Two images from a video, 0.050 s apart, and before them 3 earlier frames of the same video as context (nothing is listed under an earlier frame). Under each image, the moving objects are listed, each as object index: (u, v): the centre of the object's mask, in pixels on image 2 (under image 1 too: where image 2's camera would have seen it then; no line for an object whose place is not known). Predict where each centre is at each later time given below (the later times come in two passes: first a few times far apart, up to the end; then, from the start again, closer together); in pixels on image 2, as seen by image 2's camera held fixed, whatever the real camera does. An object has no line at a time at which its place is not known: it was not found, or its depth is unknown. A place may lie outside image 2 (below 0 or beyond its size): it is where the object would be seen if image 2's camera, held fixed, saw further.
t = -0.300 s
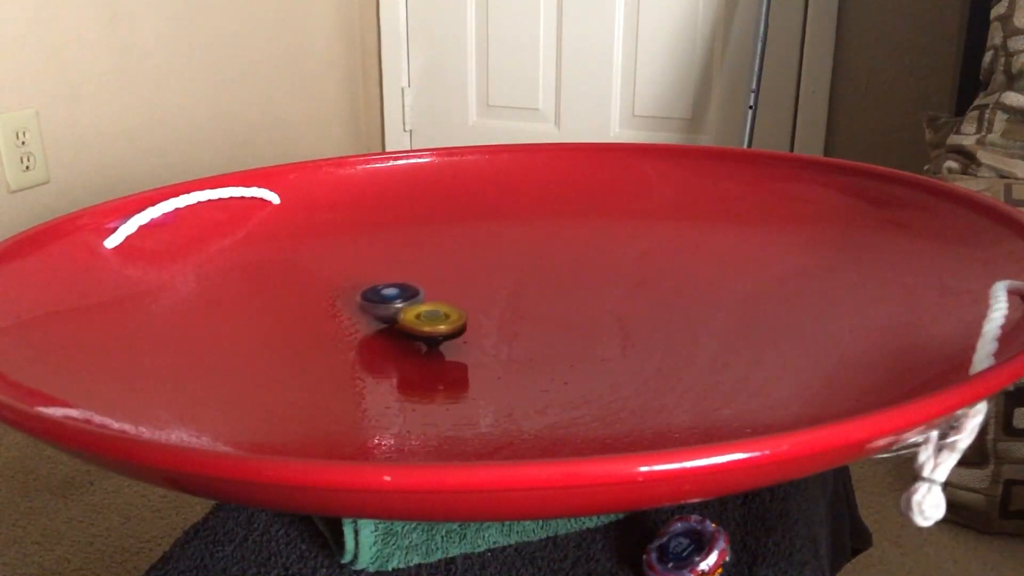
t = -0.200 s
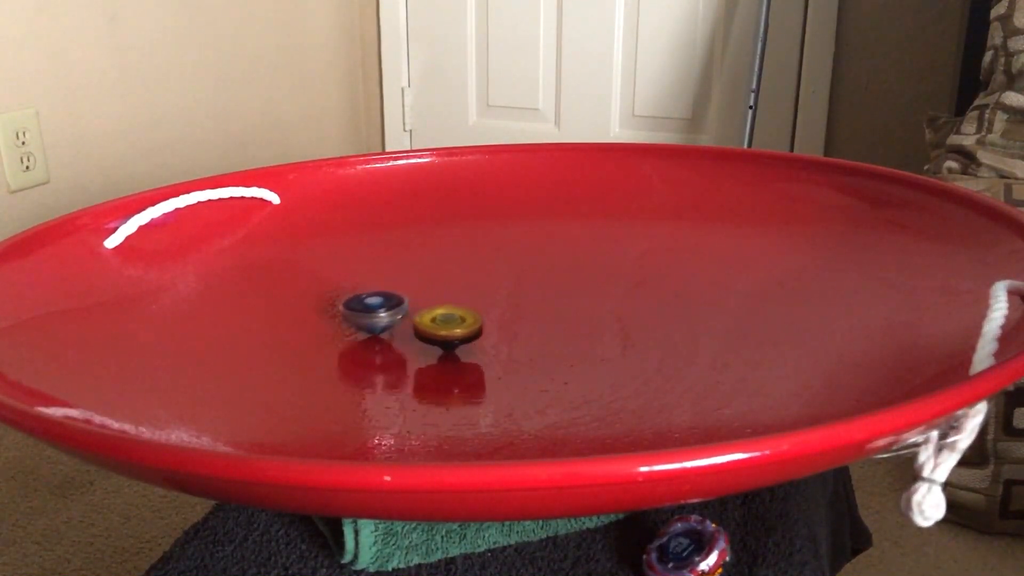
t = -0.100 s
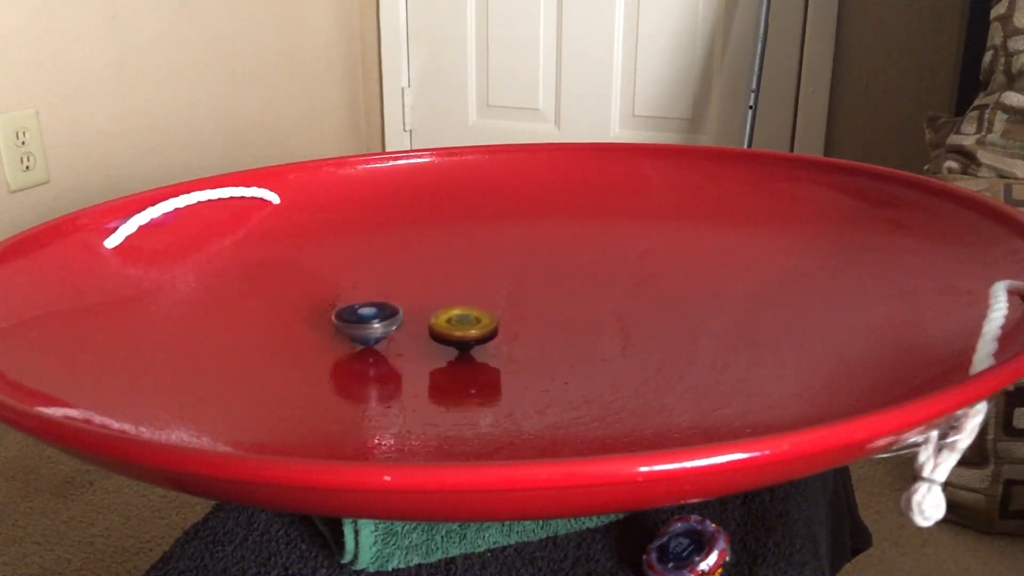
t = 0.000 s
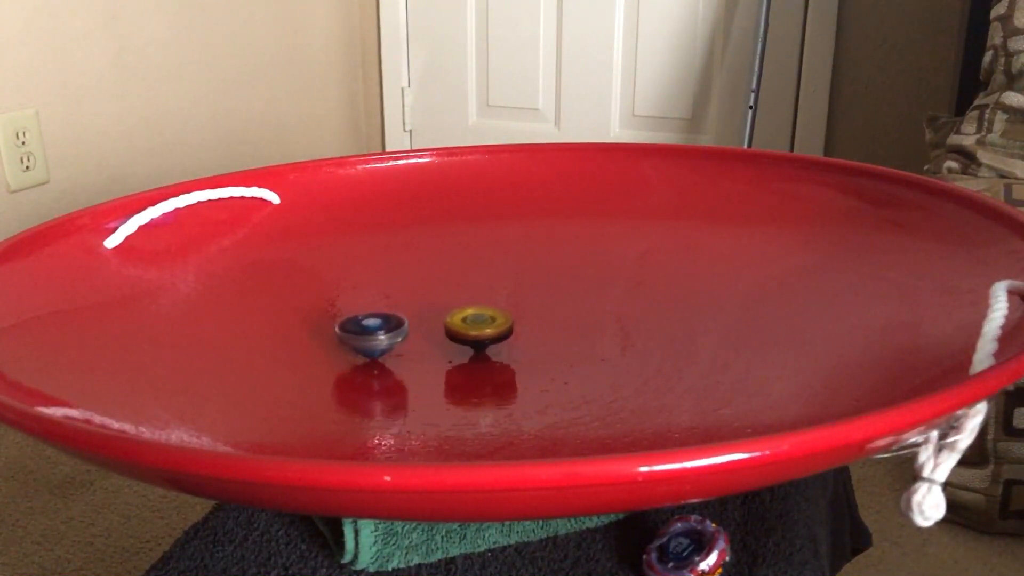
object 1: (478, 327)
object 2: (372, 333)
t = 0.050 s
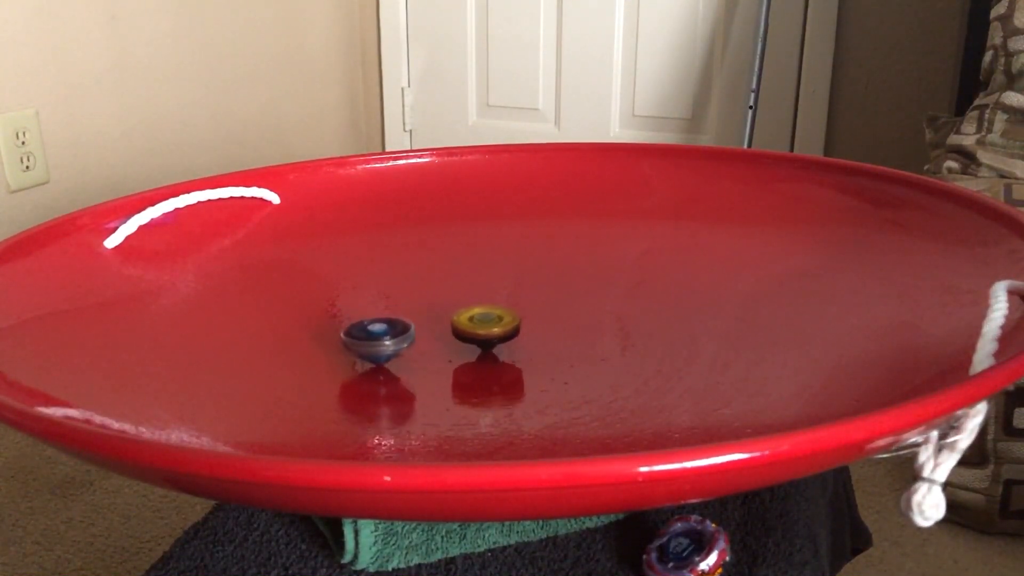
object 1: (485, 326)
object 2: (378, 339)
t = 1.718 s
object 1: (432, 314)
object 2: (432, 346)
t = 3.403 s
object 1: (324, 294)
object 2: (526, 320)
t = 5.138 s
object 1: (481, 327)
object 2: (434, 307)
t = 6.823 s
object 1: (381, 296)
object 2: (545, 326)
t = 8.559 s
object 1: (457, 284)
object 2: (452, 353)
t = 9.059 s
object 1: (451, 272)
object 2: (440, 365)
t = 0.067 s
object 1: (487, 326)
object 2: (381, 340)
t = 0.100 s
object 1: (492, 325)
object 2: (386, 344)
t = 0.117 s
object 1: (494, 325)
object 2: (390, 345)
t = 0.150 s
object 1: (498, 324)
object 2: (397, 348)
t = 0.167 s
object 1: (500, 324)
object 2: (401, 350)
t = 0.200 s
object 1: (503, 323)
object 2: (410, 352)
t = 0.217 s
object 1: (505, 323)
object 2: (415, 353)
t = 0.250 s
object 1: (508, 322)
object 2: (424, 355)
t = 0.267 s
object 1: (510, 322)
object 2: (429, 356)
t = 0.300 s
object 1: (512, 321)
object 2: (439, 357)
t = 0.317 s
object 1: (513, 320)
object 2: (443, 357)
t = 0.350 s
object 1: (515, 320)
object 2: (453, 358)
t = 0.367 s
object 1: (516, 320)
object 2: (458, 358)
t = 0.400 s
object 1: (518, 319)
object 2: (468, 358)
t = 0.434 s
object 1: (519, 318)
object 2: (478, 357)
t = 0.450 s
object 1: (520, 318)
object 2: (482, 357)
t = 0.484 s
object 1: (521, 317)
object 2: (491, 356)
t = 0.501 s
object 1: (522, 316)
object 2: (495, 355)
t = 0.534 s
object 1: (523, 315)
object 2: (502, 354)
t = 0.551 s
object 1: (523, 315)
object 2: (506, 353)
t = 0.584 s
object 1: (524, 314)
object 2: (512, 351)
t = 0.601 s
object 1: (524, 314)
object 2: (515, 351)
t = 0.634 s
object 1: (524, 313)
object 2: (520, 349)
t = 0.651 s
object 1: (524, 313)
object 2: (523, 349)
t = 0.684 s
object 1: (524, 312)
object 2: (527, 346)
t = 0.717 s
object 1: (523, 311)
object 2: (530, 344)
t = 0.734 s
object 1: (523, 311)
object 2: (532, 343)
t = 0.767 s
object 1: (523, 310)
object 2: (533, 341)
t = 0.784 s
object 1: (522, 310)
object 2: (535, 339)
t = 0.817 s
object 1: (521, 308)
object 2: (536, 338)
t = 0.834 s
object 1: (520, 307)
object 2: (537, 339)
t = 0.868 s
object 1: (519, 306)
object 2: (538, 342)
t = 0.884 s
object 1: (518, 305)
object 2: (539, 342)
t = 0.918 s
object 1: (515, 304)
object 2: (539, 344)
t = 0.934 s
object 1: (513, 304)
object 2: (539, 344)
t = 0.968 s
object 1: (509, 303)
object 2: (539, 345)
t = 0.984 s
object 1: (507, 303)
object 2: (540, 346)
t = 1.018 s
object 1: (503, 302)
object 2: (540, 346)
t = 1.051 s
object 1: (498, 302)
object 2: (540, 346)
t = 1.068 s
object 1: (496, 302)
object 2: (540, 346)
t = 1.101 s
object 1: (491, 301)
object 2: (540, 345)
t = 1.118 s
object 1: (489, 302)
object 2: (539, 344)
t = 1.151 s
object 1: (485, 302)
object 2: (537, 343)
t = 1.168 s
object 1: (483, 302)
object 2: (536, 343)
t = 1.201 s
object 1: (478, 302)
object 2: (533, 342)
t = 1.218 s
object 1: (476, 302)
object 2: (531, 342)
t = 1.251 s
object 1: (472, 303)
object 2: (526, 341)
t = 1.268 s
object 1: (470, 303)
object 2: (524, 341)
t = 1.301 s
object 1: (466, 304)
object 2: (518, 340)
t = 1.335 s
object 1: (462, 304)
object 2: (512, 340)
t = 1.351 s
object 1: (460, 305)
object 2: (509, 340)
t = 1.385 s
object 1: (456, 306)
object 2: (502, 340)
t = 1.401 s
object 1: (454, 306)
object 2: (498, 340)
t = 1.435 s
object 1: (451, 307)
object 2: (490, 340)
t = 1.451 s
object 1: (449, 307)
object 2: (486, 341)
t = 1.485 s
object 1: (445, 308)
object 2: (478, 341)
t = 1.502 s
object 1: (444, 308)
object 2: (475, 341)
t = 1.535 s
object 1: (441, 309)
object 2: (467, 341)
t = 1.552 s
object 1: (439, 309)
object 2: (463, 342)
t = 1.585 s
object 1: (437, 310)
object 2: (456, 342)
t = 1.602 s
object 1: (436, 311)
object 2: (453, 342)
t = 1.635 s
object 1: (435, 312)
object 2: (446, 343)
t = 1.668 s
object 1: (433, 313)
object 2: (440, 344)
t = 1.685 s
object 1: (433, 313)
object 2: (437, 345)
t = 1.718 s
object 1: (432, 314)
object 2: (432, 346)
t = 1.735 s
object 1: (431, 315)
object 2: (431, 347)
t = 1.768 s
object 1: (431, 316)
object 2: (427, 348)
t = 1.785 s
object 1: (430, 317)
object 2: (425, 349)
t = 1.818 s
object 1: (430, 318)
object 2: (422, 350)
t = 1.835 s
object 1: (430, 319)
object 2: (421, 351)
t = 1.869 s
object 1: (430, 320)
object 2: (420, 352)
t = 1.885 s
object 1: (430, 321)
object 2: (419, 353)
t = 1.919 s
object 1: (431, 322)
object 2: (419, 355)
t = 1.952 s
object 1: (431, 324)
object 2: (419, 356)
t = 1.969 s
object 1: (432, 324)
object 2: (419, 357)
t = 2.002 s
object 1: (433, 326)
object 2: (420, 358)
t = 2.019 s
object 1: (434, 326)
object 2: (421, 359)
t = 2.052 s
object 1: (435, 327)
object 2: (424, 360)
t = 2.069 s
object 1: (436, 327)
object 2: (426, 361)
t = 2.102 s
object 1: (437, 328)
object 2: (431, 361)
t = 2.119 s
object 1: (437, 329)
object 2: (433, 361)
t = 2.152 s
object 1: (438, 329)
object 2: (439, 362)
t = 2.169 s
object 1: (439, 330)
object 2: (442, 361)
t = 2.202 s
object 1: (441, 329)
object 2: (447, 363)
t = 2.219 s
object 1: (442, 328)
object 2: (450, 364)
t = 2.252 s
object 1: (444, 328)
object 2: (457, 367)
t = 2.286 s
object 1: (445, 327)
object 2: (464, 370)
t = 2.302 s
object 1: (446, 327)
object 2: (467, 370)
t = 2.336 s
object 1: (446, 326)
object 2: (474, 372)
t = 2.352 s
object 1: (447, 326)
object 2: (478, 372)
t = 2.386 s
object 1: (447, 325)
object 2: (486, 372)
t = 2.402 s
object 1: (447, 325)
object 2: (490, 371)
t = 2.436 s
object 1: (447, 324)
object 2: (499, 370)
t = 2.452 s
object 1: (447, 323)
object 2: (503, 369)
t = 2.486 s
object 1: (448, 322)
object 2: (510, 367)
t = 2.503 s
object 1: (448, 322)
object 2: (513, 366)
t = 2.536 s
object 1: (448, 321)
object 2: (519, 362)
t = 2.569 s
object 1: (448, 321)
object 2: (523, 359)
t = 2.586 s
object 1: (448, 320)
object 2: (524, 357)
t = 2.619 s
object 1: (448, 320)
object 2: (525, 353)
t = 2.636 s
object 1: (448, 319)
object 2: (526, 351)
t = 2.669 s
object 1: (447, 319)
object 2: (525, 347)
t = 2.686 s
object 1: (447, 318)
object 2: (524, 346)
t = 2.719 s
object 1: (447, 318)
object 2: (521, 342)
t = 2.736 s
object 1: (447, 317)
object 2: (519, 340)
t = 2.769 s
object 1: (447, 317)
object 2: (515, 337)
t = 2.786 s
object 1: (446, 317)
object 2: (513, 335)
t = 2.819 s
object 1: (445, 316)
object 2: (507, 332)
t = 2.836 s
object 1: (444, 316)
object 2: (505, 331)
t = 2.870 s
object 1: (434, 311)
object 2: (511, 331)
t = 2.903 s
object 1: (419, 305)
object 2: (522, 334)
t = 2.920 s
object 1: (412, 303)
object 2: (527, 335)
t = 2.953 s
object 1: (400, 298)
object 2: (535, 336)
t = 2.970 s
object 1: (394, 296)
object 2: (537, 337)
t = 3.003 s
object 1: (383, 293)
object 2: (543, 338)
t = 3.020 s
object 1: (378, 291)
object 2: (544, 338)
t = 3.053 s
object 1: (369, 289)
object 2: (548, 338)
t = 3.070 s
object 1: (365, 288)
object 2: (549, 338)
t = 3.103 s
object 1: (358, 287)
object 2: (550, 337)
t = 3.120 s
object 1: (355, 287)
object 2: (551, 337)
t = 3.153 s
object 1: (350, 287)
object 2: (551, 335)
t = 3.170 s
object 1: (347, 286)
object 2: (551, 334)
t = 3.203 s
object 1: (343, 287)
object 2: (550, 333)
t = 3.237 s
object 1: (339, 287)
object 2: (548, 331)
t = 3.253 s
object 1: (337, 288)
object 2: (547, 329)
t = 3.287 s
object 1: (333, 289)
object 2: (544, 327)
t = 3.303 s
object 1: (332, 290)
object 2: (542, 326)
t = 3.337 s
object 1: (329, 291)
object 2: (538, 324)
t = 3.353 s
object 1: (328, 291)
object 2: (535, 323)
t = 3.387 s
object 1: (325, 293)
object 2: (529, 321)
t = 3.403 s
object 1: (324, 294)
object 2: (526, 320)
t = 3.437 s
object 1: (323, 295)
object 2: (519, 318)
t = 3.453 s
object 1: (323, 296)
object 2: (516, 318)
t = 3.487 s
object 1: (323, 298)
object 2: (508, 317)
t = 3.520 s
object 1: (323, 299)
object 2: (499, 316)
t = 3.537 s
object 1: (323, 300)
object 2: (495, 315)
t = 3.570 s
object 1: (324, 302)
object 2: (486, 315)
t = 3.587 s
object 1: (325, 303)
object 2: (481, 315)
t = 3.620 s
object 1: (327, 305)
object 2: (471, 315)
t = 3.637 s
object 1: (328, 306)
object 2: (467, 315)
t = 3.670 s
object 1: (331, 307)
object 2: (458, 316)
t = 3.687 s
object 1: (333, 309)
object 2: (453, 316)
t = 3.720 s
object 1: (337, 310)
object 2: (444, 316)
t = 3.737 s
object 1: (340, 311)
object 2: (440, 317)
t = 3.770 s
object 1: (345, 313)
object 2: (432, 318)
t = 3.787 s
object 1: (348, 314)
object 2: (427, 319)
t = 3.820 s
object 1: (346, 315)
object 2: (429, 321)
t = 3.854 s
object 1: (334, 314)
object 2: (439, 323)
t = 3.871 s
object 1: (330, 314)
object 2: (444, 324)
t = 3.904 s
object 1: (323, 315)
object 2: (452, 327)
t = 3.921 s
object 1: (320, 315)
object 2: (456, 328)
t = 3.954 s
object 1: (317, 316)
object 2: (462, 330)
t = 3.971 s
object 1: (317, 316)
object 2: (465, 330)
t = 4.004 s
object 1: (317, 318)
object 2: (471, 332)
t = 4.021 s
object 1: (318, 318)
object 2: (474, 332)
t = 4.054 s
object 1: (320, 320)
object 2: (480, 333)
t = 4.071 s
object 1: (321, 321)
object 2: (483, 333)
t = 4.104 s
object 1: (323, 322)
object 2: (488, 334)
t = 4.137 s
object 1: (326, 324)
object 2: (493, 334)
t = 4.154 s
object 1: (328, 325)
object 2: (496, 333)
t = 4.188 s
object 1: (332, 326)
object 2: (500, 333)
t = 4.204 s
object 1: (335, 327)
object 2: (502, 333)
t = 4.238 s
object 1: (340, 328)
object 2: (507, 332)
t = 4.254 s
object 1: (343, 329)
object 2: (509, 331)
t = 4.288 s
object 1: (349, 330)
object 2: (513, 330)
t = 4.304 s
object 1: (353, 331)
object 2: (514, 330)
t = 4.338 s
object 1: (360, 332)
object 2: (518, 329)
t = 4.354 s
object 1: (363, 332)
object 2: (519, 328)
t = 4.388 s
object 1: (371, 333)
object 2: (522, 327)
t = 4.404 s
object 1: (375, 334)
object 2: (523, 326)
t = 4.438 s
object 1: (383, 334)
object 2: (524, 324)
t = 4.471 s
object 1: (391, 335)
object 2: (524, 323)
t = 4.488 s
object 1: (395, 335)
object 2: (525, 322)
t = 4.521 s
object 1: (403, 335)
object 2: (523, 320)
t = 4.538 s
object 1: (408, 335)
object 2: (523, 320)
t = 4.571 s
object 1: (416, 335)
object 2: (520, 318)
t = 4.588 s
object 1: (420, 335)
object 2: (518, 317)
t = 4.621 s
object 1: (428, 335)
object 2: (514, 316)
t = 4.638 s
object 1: (432, 335)
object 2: (512, 315)
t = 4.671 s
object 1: (440, 334)
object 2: (507, 314)
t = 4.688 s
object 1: (444, 333)
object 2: (505, 314)
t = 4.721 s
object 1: (449, 333)
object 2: (502, 312)
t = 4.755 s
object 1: (449, 333)
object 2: (501, 309)
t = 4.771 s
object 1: (450, 333)
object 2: (500, 308)
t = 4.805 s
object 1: (452, 333)
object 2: (498, 306)
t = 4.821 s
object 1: (454, 333)
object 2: (497, 305)
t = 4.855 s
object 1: (457, 332)
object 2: (493, 302)
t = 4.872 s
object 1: (459, 332)
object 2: (491, 301)
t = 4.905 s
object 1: (463, 331)
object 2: (485, 299)
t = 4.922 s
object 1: (464, 331)
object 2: (482, 299)
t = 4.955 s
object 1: (467, 330)
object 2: (475, 298)
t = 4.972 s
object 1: (469, 330)
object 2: (471, 297)
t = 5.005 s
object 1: (472, 329)
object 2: (463, 298)
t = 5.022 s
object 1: (474, 329)
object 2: (459, 298)
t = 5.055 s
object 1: (476, 328)
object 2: (451, 300)
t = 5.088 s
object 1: (478, 327)
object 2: (443, 302)
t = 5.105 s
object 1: (479, 327)
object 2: (440, 304)
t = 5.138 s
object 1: (481, 327)
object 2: (434, 307)
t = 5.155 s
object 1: (482, 326)
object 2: (431, 308)
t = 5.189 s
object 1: (483, 326)
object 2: (425, 311)
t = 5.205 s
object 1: (484, 325)
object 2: (423, 312)
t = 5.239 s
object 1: (486, 325)
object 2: (419, 314)
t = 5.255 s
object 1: (487, 325)
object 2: (417, 316)
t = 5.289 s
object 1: (488, 324)
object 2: (413, 319)
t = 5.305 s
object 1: (489, 324)
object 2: (411, 320)
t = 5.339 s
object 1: (490, 323)
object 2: (409, 323)
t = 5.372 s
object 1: (491, 323)
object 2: (408, 326)
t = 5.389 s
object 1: (492, 323)
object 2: (407, 328)
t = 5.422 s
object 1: (493, 322)
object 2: (407, 331)
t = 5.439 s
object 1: (493, 322)
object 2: (408, 332)
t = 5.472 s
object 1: (493, 322)
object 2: (410, 335)
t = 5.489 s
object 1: (494, 322)
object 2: (411, 337)
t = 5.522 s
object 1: (494, 322)
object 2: (415, 340)
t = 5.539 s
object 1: (495, 321)
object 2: (417, 341)
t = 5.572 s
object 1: (495, 321)
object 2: (422, 343)
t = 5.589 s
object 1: (496, 321)
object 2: (425, 345)
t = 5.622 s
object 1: (496, 320)
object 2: (431, 347)
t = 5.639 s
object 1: (497, 320)
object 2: (434, 348)
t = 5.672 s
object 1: (498, 320)
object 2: (442, 349)
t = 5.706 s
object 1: (498, 319)
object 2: (450, 350)
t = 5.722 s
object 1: (499, 319)
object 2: (454, 351)
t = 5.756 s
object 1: (499, 317)
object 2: (463, 351)
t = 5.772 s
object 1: (499, 317)
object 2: (467, 351)
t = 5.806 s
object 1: (499, 316)
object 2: (476, 351)
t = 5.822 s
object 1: (499, 315)
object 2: (480, 350)
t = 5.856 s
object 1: (498, 315)
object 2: (488, 350)
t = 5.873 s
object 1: (498, 315)
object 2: (492, 349)
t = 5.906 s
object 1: (497, 314)
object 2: (500, 348)
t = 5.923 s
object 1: (496, 314)
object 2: (504, 348)
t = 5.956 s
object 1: (494, 314)
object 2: (511, 346)
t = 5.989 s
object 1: (493, 314)
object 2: (517, 345)
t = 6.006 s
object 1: (492, 314)
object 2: (520, 344)
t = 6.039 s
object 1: (491, 315)
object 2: (525, 342)
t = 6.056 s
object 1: (490, 315)
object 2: (528, 340)
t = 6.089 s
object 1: (488, 316)
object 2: (532, 338)
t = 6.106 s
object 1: (486, 315)
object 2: (537, 339)
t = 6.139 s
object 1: (477, 310)
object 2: (553, 342)
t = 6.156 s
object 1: (472, 307)
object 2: (558, 344)
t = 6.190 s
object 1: (464, 302)
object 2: (568, 345)
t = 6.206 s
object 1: (461, 301)
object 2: (572, 346)
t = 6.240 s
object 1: (454, 298)
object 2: (579, 347)
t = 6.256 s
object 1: (451, 297)
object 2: (582, 347)
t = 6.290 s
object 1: (445, 296)
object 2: (587, 347)
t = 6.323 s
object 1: (439, 295)
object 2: (591, 347)
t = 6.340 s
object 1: (436, 294)
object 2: (592, 347)
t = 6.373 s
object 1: (432, 294)
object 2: (593, 346)
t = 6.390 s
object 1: (429, 294)
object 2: (594, 345)
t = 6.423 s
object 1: (424, 293)
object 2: (594, 344)
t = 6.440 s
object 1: (422, 293)
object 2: (593, 343)
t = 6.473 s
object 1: (417, 293)
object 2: (592, 342)
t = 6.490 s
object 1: (415, 293)
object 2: (592, 341)
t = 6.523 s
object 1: (411, 293)
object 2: (590, 339)
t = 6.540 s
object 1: (408, 293)
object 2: (589, 338)
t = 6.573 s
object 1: (404, 293)
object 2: (587, 336)
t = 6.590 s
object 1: (402, 293)
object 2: (586, 335)
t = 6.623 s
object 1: (399, 293)
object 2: (582, 333)
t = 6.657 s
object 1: (395, 294)
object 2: (579, 332)
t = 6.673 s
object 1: (393, 294)
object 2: (577, 331)
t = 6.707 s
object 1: (390, 294)
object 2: (571, 329)
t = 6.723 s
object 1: (389, 295)
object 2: (568, 328)
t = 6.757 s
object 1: (386, 295)
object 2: (561, 327)
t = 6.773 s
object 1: (384, 295)
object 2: (557, 327)
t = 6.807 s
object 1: (382, 296)
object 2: (549, 326)
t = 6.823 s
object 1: (381, 296)
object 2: (545, 326)
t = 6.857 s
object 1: (379, 297)
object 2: (536, 326)
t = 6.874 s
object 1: (378, 297)
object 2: (532, 326)
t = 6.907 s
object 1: (376, 298)
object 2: (523, 326)
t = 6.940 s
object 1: (375, 299)
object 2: (513, 326)
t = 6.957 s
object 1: (374, 300)
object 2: (509, 327)
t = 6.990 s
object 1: (374, 301)
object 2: (500, 327)
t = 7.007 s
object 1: (373, 301)
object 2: (495, 328)
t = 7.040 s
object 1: (373, 302)
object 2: (486, 329)
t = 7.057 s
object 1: (372, 303)
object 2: (481, 329)
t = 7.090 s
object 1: (372, 304)
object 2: (472, 330)
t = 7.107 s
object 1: (372, 304)
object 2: (468, 330)
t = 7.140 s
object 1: (373, 305)
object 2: (458, 332)
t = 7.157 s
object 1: (373, 306)
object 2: (454, 332)
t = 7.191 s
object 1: (373, 307)
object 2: (445, 333)
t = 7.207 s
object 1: (374, 308)
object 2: (441, 334)
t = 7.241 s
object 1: (375, 309)
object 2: (433, 335)
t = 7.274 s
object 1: (375, 310)
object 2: (425, 336)
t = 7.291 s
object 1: (376, 310)
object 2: (421, 337)
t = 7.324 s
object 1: (377, 311)
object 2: (415, 338)
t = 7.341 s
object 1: (378, 311)
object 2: (412, 339)
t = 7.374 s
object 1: (380, 311)
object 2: (407, 342)
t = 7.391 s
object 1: (380, 309)
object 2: (408, 346)
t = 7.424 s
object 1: (379, 305)
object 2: (408, 354)
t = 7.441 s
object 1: (379, 303)
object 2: (409, 357)
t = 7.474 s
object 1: (379, 300)
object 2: (410, 363)
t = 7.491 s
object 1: (380, 298)
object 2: (411, 366)
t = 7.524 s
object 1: (380, 296)
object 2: (412, 371)
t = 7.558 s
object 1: (381, 295)
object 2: (415, 375)
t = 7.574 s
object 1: (381, 294)
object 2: (417, 377)
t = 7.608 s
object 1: (381, 294)
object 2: (421, 380)
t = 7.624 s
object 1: (382, 294)
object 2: (423, 381)
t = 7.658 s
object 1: (383, 293)
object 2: (430, 385)
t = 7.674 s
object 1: (383, 293)
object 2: (433, 386)
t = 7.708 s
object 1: (384, 293)
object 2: (438, 387)
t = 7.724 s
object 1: (385, 293)
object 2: (442, 387)
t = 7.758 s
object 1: (386, 293)
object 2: (448, 387)
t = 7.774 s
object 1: (387, 293)
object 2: (452, 387)
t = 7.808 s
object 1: (388, 294)
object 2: (458, 387)
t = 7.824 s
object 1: (389, 294)
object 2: (462, 386)
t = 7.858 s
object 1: (391, 294)
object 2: (468, 385)
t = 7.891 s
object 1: (393, 295)
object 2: (475, 384)
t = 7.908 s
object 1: (394, 295)
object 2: (478, 383)
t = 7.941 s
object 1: (397, 296)
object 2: (484, 381)
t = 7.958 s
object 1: (398, 296)
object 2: (486, 380)
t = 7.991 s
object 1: (401, 296)
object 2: (491, 378)
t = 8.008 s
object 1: (402, 296)
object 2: (493, 376)
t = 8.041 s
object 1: (405, 297)
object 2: (497, 374)
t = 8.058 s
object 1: (406, 297)
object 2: (499, 373)
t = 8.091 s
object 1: (410, 298)
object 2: (502, 369)
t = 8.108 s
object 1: (411, 298)
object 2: (502, 368)
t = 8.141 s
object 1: (415, 300)
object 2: (503, 364)
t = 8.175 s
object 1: (418, 300)
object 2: (503, 361)
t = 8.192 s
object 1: (420, 301)
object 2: (502, 359)
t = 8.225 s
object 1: (424, 301)
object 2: (500, 356)
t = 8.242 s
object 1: (425, 302)
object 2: (498, 354)
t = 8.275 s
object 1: (429, 303)
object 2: (496, 351)
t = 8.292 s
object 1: (431, 303)
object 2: (493, 349)
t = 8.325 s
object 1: (435, 305)
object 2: (488, 346)
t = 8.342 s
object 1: (437, 305)
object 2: (485, 345)
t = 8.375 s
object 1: (441, 306)
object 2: (480, 341)
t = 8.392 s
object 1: (443, 305)
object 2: (477, 340)
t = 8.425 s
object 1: (446, 305)
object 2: (471, 337)
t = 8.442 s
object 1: (449, 305)
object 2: (468, 336)
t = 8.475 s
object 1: (452, 301)
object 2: (463, 338)
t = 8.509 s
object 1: (454, 295)
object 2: (459, 345)
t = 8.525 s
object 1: (455, 291)
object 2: (457, 348)
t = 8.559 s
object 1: (457, 284)
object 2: (452, 353)
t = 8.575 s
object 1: (457, 282)
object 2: (450, 355)
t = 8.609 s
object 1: (459, 277)
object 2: (445, 358)
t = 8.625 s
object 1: (459, 275)
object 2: (443, 359)
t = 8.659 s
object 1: (460, 271)
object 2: (440, 361)
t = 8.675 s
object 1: (460, 270)
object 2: (438, 362)
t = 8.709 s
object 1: (460, 268)
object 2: (436, 364)
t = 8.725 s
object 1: (460, 268)
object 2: (435, 365)
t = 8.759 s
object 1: (459, 267)
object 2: (433, 366)
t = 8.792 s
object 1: (458, 267)
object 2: (432, 367)
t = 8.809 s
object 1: (457, 267)
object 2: (432, 367)
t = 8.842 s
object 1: (456, 267)
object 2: (432, 368)
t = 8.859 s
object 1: (455, 267)
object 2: (432, 368)
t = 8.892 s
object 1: (454, 267)
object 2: (433, 369)
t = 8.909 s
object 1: (454, 268)
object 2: (433, 369)
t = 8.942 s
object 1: (453, 269)
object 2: (434, 368)
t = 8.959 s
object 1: (452, 269)
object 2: (435, 368)
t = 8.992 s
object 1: (452, 270)
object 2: (437, 368)
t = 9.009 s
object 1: (452, 270)
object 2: (438, 367)
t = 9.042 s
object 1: (451, 272)
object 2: (440, 366)
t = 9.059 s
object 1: (451, 272)
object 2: (440, 365)
